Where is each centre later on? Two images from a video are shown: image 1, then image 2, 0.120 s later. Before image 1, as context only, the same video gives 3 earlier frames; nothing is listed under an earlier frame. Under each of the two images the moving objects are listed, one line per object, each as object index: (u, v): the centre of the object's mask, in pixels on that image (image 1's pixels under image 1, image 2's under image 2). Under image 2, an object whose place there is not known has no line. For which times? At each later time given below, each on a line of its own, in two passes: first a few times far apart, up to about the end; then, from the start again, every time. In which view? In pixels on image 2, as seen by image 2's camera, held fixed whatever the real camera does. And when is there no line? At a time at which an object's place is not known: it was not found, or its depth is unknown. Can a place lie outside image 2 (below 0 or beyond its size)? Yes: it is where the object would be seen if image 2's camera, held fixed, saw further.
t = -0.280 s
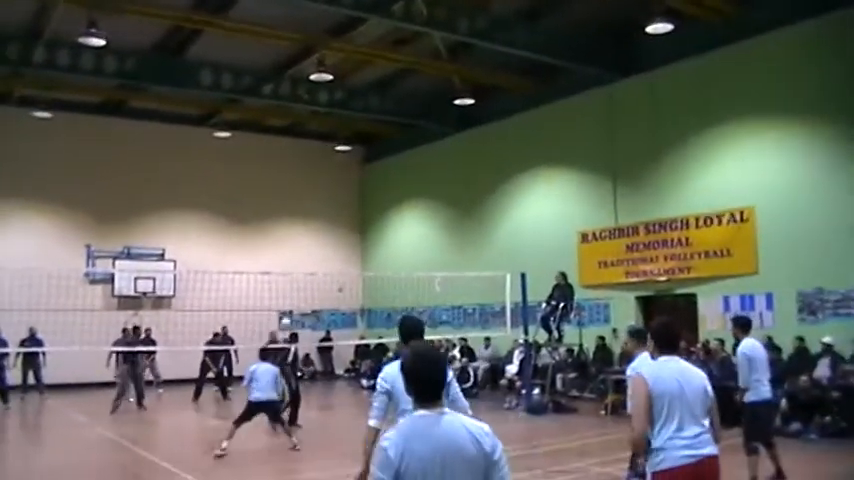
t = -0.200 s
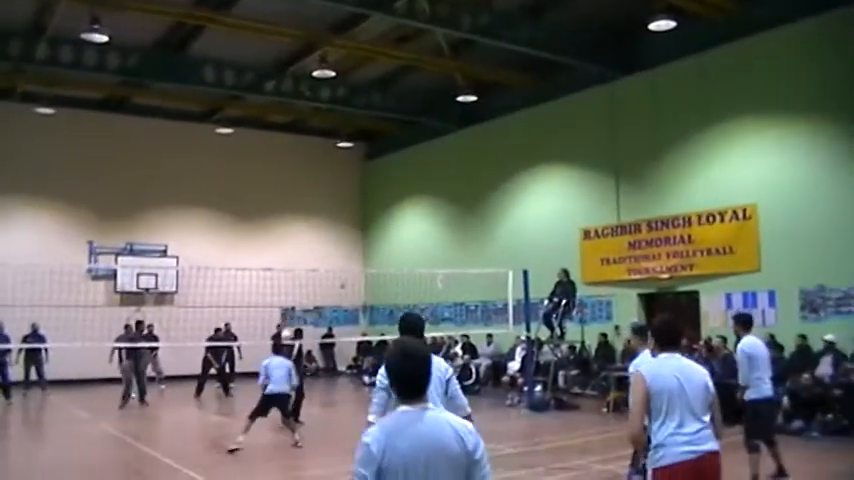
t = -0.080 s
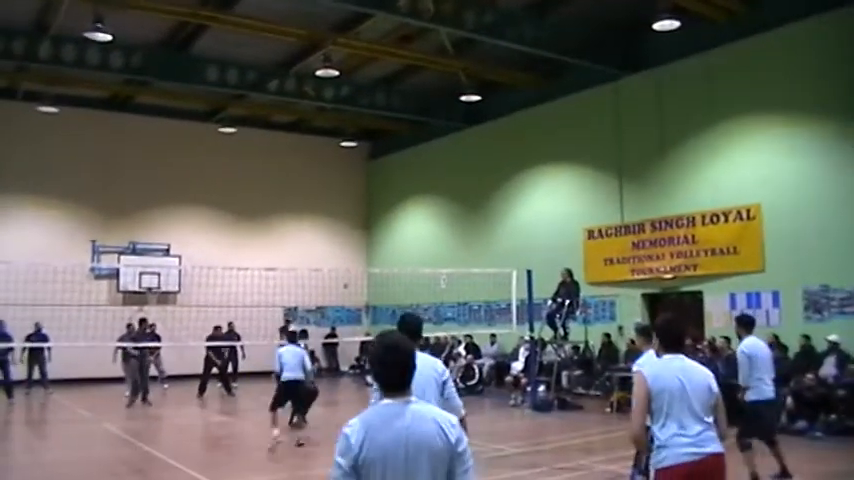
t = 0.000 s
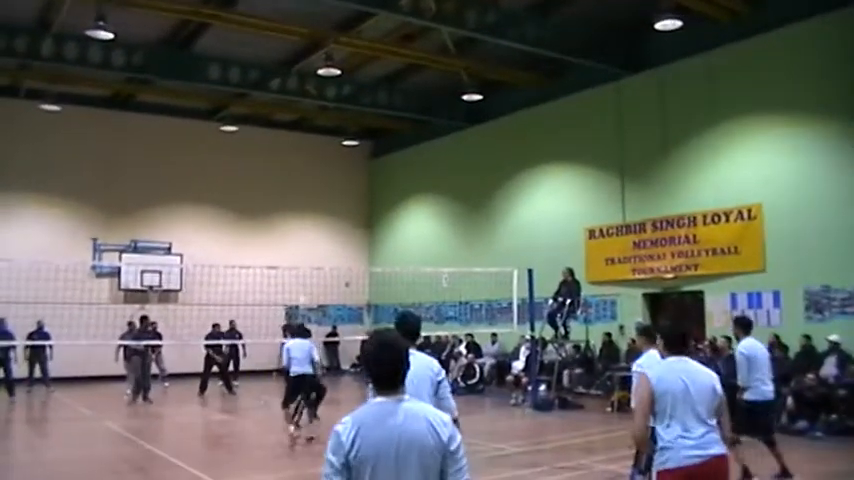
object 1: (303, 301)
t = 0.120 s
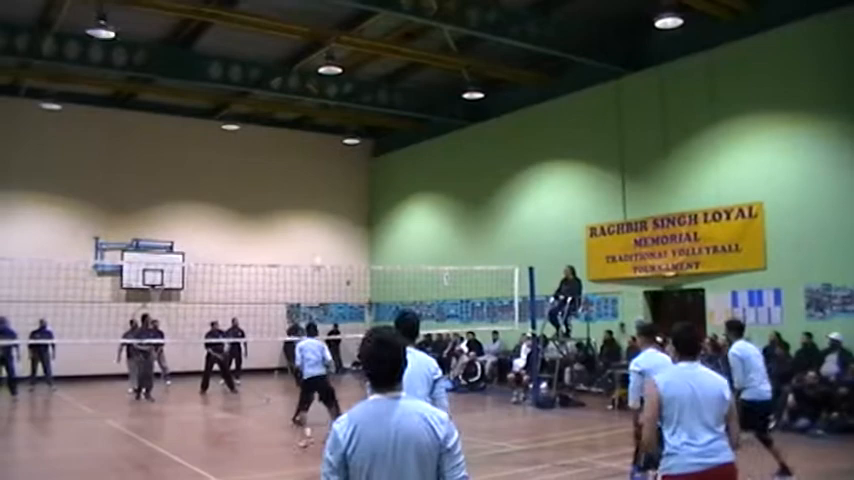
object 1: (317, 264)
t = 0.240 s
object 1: (333, 230)
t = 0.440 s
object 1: (360, 187)
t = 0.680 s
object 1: (399, 159)
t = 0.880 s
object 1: (437, 160)
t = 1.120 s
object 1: (491, 201)
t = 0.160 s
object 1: (323, 252)
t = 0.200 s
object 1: (328, 241)
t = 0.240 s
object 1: (333, 230)
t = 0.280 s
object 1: (338, 219)
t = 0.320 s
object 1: (343, 208)
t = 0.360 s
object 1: (348, 202)
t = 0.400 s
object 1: (354, 195)
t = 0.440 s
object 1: (360, 187)
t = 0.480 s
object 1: (366, 181)
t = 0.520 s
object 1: (372, 175)
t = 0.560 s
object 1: (379, 170)
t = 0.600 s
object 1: (385, 166)
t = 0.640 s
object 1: (391, 162)
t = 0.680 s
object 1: (399, 159)
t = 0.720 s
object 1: (406, 156)
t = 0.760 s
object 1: (414, 156)
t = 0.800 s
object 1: (421, 156)
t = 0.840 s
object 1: (429, 158)
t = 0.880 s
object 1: (437, 160)
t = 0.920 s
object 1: (446, 164)
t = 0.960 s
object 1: (454, 169)
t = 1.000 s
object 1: (463, 175)
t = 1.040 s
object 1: (472, 182)
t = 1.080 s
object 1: (482, 191)
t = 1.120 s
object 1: (491, 201)
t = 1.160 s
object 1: (502, 215)
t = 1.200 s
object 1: (514, 229)
